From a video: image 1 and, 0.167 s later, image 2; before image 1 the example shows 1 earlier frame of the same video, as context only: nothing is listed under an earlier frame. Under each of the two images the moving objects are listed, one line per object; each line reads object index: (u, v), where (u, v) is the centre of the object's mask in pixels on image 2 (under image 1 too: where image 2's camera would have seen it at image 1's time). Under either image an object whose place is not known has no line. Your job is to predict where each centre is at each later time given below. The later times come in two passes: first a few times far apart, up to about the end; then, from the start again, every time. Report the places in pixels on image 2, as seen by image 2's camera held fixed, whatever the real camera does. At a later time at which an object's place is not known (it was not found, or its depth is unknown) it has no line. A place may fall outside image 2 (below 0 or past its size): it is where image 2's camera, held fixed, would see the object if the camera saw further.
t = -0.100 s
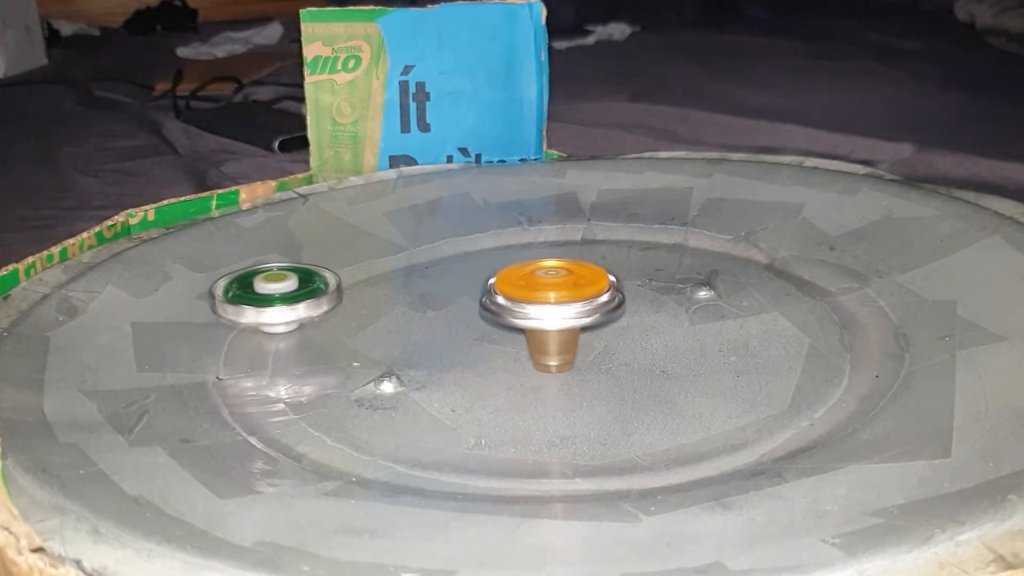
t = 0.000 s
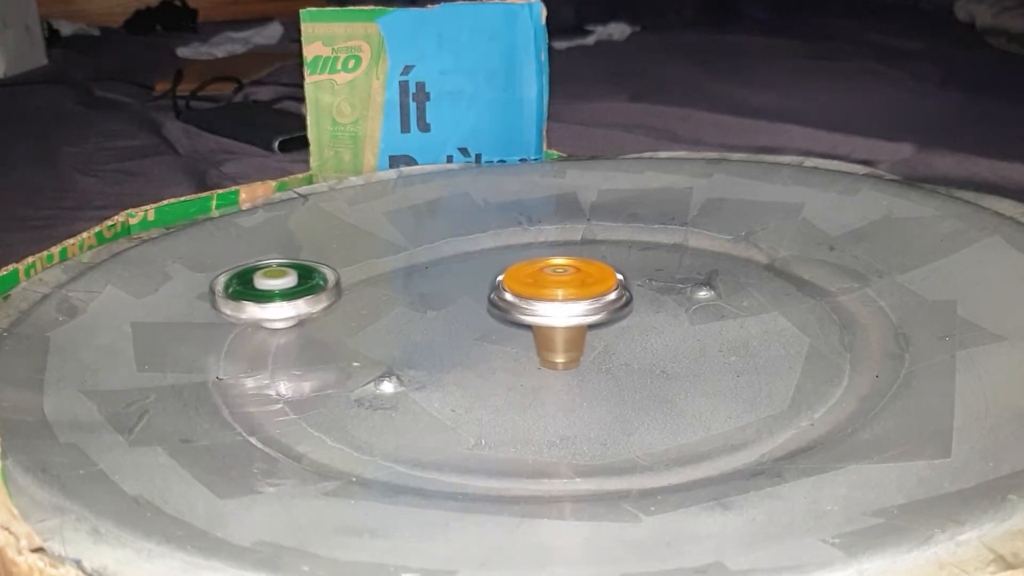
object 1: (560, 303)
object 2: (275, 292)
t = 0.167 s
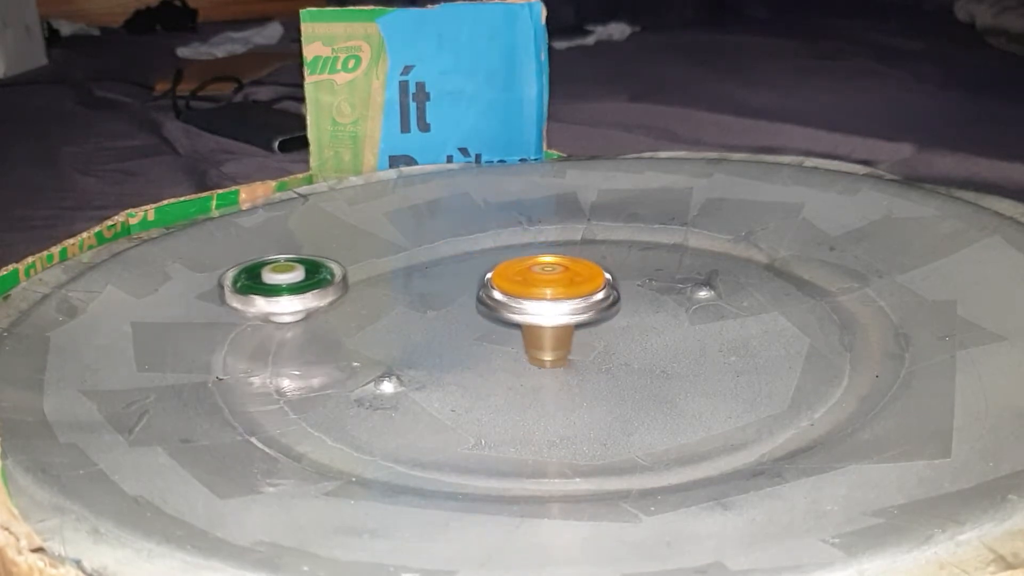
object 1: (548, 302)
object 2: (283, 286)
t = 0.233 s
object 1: (548, 300)
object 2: (286, 285)
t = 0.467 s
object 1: (546, 299)
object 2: (290, 283)
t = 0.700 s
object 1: (538, 286)
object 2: (292, 283)
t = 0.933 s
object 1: (529, 271)
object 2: (295, 281)
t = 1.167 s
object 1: (504, 260)
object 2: (297, 280)
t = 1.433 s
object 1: (499, 256)
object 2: (297, 280)
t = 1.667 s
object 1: (497, 258)
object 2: (297, 280)
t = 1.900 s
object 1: (491, 266)
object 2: (296, 281)
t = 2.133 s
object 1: (509, 270)
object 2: (295, 281)
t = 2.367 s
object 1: (510, 270)
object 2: (296, 281)
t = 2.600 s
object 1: (506, 271)
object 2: (294, 282)
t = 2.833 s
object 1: (497, 270)
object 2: (292, 283)
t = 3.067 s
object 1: (492, 268)
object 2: (289, 285)
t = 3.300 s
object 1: (491, 267)
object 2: (288, 285)
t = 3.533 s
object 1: (493, 265)
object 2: (287, 285)
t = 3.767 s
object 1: (494, 264)
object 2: (286, 286)
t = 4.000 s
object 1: (497, 264)
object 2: (283, 288)
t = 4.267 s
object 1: (499, 265)
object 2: (284, 287)
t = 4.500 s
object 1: (503, 265)
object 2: (284, 287)
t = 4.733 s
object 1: (500, 269)
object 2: (285, 287)
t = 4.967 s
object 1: (504, 271)
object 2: (285, 286)
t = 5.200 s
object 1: (499, 270)
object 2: (288, 285)
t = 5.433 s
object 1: (496, 270)
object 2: (289, 285)
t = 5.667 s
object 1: (499, 270)
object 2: (288, 285)
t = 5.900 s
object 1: (500, 269)
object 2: (289, 285)
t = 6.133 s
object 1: (503, 264)
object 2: (290, 284)
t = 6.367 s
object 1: (497, 265)
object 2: (289, 284)
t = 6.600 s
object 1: (501, 266)
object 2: (290, 284)
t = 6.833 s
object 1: (499, 265)
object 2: (289, 285)
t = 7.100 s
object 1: (495, 266)
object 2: (289, 284)
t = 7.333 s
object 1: (497, 266)
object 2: (290, 284)
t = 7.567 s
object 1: (496, 266)
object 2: (288, 285)
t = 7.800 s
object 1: (496, 266)
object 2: (288, 285)
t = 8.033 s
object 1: (496, 265)
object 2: (288, 285)
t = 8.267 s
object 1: (497, 265)
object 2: (289, 285)
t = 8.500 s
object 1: (498, 265)
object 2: (289, 285)
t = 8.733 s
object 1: (498, 265)
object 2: (288, 285)
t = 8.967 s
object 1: (498, 265)
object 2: (289, 285)
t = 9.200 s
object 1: (498, 265)
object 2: (289, 285)
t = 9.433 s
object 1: (494, 265)
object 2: (289, 284)
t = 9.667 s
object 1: (494, 265)
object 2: (289, 284)
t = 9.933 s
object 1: (494, 265)
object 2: (289, 284)
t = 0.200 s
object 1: (547, 301)
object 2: (285, 285)
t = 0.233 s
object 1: (548, 300)
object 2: (286, 285)
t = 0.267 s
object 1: (548, 300)
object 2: (288, 285)
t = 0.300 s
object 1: (548, 300)
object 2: (289, 284)
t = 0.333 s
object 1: (548, 300)
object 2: (290, 284)
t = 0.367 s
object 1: (547, 300)
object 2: (290, 284)
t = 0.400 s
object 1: (547, 299)
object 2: (290, 284)
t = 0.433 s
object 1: (547, 299)
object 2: (290, 284)
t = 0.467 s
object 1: (546, 299)
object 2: (290, 283)
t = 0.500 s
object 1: (544, 299)
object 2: (290, 283)
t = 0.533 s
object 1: (543, 297)
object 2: (290, 283)
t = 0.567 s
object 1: (541, 296)
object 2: (290, 283)
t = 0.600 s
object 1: (539, 294)
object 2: (290, 283)
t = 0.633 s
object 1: (539, 291)
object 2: (292, 282)
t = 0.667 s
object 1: (539, 289)
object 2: (292, 282)
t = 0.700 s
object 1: (538, 286)
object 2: (292, 283)
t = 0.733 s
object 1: (537, 284)
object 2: (293, 282)
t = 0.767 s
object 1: (535, 282)
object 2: (294, 282)
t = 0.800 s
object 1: (533, 279)
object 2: (294, 281)
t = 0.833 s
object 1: (531, 277)
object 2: (295, 281)
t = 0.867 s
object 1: (529, 275)
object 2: (295, 281)
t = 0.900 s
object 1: (529, 273)
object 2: (295, 281)
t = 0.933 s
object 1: (529, 271)
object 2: (295, 281)
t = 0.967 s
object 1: (528, 269)
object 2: (295, 281)
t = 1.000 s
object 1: (527, 267)
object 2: (296, 281)
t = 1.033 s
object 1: (524, 265)
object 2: (296, 280)
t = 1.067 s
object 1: (519, 264)
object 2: (296, 280)
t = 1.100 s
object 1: (514, 263)
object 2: (297, 280)
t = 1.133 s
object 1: (509, 261)
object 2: (297, 280)
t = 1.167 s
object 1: (504, 260)
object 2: (297, 280)
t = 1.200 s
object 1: (501, 259)
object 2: (297, 280)
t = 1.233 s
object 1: (498, 258)
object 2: (297, 280)
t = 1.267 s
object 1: (496, 257)
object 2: (297, 280)
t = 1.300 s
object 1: (498, 256)
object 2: (296, 280)
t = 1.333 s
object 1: (500, 256)
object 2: (297, 280)
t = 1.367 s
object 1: (501, 256)
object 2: (297, 280)
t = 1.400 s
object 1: (501, 256)
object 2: (297, 280)
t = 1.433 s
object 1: (499, 256)
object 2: (297, 280)
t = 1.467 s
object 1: (498, 257)
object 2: (298, 280)
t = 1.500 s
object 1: (495, 258)
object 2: (298, 280)
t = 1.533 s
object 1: (493, 258)
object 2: (297, 280)
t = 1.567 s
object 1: (493, 258)
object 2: (297, 280)
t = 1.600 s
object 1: (495, 257)
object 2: (297, 280)
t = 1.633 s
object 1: (496, 257)
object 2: (296, 280)
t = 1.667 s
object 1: (497, 258)
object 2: (297, 280)
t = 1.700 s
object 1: (497, 259)
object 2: (296, 280)
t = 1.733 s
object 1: (497, 260)
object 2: (296, 280)
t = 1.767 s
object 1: (497, 261)
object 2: (296, 281)
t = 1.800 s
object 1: (496, 263)
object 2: (296, 281)
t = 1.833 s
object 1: (493, 264)
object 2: (296, 281)
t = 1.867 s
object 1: (492, 265)
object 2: (296, 281)
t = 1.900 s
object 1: (491, 266)
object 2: (296, 281)
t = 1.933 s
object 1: (493, 266)
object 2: (296, 281)
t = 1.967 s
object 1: (497, 267)
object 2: (296, 281)
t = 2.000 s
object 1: (501, 267)
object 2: (296, 281)
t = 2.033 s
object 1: (503, 268)
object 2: (296, 281)
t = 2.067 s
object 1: (506, 268)
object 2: (296, 281)
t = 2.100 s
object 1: (508, 270)
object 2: (295, 281)
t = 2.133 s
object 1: (509, 270)
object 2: (295, 281)
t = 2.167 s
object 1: (509, 271)
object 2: (295, 281)
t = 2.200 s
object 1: (509, 272)
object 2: (295, 281)
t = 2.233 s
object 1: (508, 272)
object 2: (295, 281)
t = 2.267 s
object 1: (507, 272)
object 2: (295, 281)
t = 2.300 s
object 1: (506, 271)
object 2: (295, 281)
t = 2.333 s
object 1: (508, 271)
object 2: (295, 281)
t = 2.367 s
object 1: (510, 270)
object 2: (296, 281)
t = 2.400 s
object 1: (511, 270)
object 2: (295, 281)
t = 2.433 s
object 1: (511, 271)
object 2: (295, 281)
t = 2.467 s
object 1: (512, 272)
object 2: (295, 281)
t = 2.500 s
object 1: (513, 272)
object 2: (294, 282)
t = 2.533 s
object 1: (511, 272)
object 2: (294, 282)
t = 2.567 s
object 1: (508, 272)
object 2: (294, 282)
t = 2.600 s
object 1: (506, 271)
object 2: (294, 282)
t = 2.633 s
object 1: (505, 271)
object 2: (294, 282)
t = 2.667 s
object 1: (504, 271)
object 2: (294, 282)
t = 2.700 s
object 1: (501, 270)
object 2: (294, 282)
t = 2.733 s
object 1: (499, 270)
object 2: (294, 282)
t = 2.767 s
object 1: (498, 270)
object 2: (293, 282)
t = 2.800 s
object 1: (497, 270)
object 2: (293, 282)
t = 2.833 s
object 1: (497, 270)
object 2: (292, 283)
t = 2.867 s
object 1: (497, 270)
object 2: (291, 283)
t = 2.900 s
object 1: (498, 270)
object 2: (290, 284)
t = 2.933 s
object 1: (497, 270)
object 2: (289, 285)
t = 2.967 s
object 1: (496, 270)
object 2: (289, 285)
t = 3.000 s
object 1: (493, 269)
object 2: (289, 285)
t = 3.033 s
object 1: (492, 268)
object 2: (289, 285)
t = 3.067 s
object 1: (492, 268)
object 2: (289, 285)
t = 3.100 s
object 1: (492, 268)
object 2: (289, 285)
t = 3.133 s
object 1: (492, 267)
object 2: (289, 285)
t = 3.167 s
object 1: (492, 267)
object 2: (289, 285)
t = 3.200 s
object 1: (492, 267)
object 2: (289, 285)
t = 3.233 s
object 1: (493, 267)
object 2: (288, 285)
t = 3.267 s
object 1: (492, 267)
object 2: (288, 285)
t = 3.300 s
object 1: (491, 267)
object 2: (288, 285)
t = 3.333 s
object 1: (491, 267)
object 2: (288, 285)
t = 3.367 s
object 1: (491, 266)
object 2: (288, 285)
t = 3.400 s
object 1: (491, 266)
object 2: (288, 285)
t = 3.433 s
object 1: (493, 265)
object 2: (288, 285)
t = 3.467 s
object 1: (493, 265)
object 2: (288, 285)
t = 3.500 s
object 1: (493, 265)
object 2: (288, 285)
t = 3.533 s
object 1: (493, 265)
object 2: (287, 285)
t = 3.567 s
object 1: (493, 264)
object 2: (287, 285)
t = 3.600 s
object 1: (493, 264)
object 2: (287, 286)
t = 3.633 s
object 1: (492, 264)
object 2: (286, 286)
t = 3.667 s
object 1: (492, 264)
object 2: (286, 286)
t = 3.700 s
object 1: (493, 264)
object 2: (286, 286)
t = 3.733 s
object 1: (493, 264)
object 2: (286, 286)
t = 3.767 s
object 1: (494, 264)
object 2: (286, 286)
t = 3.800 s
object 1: (494, 264)
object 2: (286, 286)
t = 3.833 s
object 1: (495, 264)
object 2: (285, 286)
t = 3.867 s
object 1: (495, 264)
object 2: (284, 287)
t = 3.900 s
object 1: (496, 265)
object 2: (283, 287)
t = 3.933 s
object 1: (497, 265)
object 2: (283, 288)
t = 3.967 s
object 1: (497, 264)
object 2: (283, 288)
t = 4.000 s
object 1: (497, 264)
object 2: (283, 288)
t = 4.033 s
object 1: (497, 264)
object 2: (284, 288)
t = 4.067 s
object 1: (496, 264)
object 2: (285, 287)
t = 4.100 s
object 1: (496, 264)
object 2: (285, 287)
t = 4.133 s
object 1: (496, 264)
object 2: (285, 287)
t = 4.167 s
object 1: (496, 264)
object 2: (284, 287)
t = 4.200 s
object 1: (497, 265)
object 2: (284, 287)
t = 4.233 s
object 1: (498, 265)
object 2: (284, 287)
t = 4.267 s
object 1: (499, 265)
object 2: (284, 287)
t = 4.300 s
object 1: (500, 265)
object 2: (284, 287)
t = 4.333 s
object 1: (501, 265)
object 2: (284, 287)
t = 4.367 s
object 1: (501, 266)
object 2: (284, 287)
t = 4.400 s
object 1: (501, 266)
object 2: (284, 287)
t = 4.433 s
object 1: (501, 266)
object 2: (284, 287)
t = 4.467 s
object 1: (501, 265)
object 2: (284, 287)
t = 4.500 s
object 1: (503, 265)
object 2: (284, 287)
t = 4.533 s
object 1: (503, 266)
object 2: (284, 287)
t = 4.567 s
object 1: (503, 266)
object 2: (284, 287)
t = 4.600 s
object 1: (503, 266)
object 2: (284, 287)
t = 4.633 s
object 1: (502, 267)
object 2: (284, 287)
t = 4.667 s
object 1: (502, 267)
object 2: (284, 287)
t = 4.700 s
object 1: (501, 268)
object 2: (285, 287)
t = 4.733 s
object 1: (500, 269)
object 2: (285, 287)
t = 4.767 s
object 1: (501, 269)
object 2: (285, 287)
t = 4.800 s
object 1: (501, 270)
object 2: (285, 287)
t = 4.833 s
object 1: (502, 271)
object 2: (285, 287)
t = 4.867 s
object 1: (503, 271)
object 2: (285, 287)
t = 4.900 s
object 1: (504, 271)
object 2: (285, 287)
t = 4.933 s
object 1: (505, 271)
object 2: (285, 286)
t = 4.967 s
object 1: (504, 271)
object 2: (285, 286)
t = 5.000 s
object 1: (504, 271)
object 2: (285, 286)
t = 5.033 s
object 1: (503, 271)
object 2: (286, 286)
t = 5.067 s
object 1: (501, 270)
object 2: (286, 286)
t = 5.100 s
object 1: (500, 270)
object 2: (287, 286)
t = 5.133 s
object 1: (499, 270)
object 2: (287, 285)
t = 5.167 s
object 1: (500, 270)
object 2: (288, 285)
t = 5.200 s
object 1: (499, 270)
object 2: (288, 285)
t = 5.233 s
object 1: (499, 270)
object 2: (288, 285)
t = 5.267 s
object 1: (499, 270)
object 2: (288, 285)
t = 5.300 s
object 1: (498, 270)
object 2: (289, 285)
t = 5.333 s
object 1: (498, 270)
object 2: (289, 285)
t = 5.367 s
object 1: (497, 270)
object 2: (289, 285)
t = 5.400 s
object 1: (496, 270)
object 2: (289, 285)
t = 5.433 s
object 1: (496, 270)
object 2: (289, 285)
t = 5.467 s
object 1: (496, 270)
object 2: (289, 285)
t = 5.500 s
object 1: (495, 270)
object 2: (289, 285)
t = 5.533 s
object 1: (496, 269)
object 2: (289, 285)
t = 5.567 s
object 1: (497, 270)
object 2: (289, 284)
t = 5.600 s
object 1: (497, 270)
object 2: (289, 285)
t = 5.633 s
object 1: (498, 269)
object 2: (289, 285)
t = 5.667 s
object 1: (499, 270)
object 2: (288, 285)
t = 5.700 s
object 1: (499, 270)
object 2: (288, 285)
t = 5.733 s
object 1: (498, 270)
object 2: (289, 285)
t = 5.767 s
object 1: (498, 270)
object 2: (289, 285)
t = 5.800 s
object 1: (497, 270)
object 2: (289, 285)
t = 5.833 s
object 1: (497, 269)
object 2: (290, 284)
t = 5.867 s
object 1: (498, 270)
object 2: (290, 284)
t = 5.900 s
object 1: (500, 269)
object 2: (289, 285)
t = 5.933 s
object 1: (502, 268)
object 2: (289, 285)
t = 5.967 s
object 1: (502, 268)
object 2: (290, 284)
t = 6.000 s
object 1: (503, 267)
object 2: (290, 284)
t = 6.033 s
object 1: (503, 266)
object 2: (289, 285)
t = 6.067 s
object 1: (502, 265)
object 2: (289, 285)
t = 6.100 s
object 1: (502, 265)
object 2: (290, 284)
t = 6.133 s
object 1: (503, 264)
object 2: (290, 284)
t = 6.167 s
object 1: (502, 264)
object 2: (290, 285)
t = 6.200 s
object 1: (499, 264)
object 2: (290, 284)
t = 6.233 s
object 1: (496, 264)
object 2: (290, 284)
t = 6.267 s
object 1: (494, 264)
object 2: (290, 284)
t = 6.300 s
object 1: (494, 264)
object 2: (290, 284)
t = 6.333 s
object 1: (496, 264)
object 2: (289, 285)
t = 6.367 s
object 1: (497, 265)
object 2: (289, 284)
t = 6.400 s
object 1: (498, 265)
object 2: (289, 285)
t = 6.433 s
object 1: (499, 265)
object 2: (289, 285)
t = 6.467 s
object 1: (501, 265)
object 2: (290, 284)
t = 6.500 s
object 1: (501, 265)
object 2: (290, 285)
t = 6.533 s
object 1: (501, 265)
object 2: (290, 284)
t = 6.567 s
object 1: (501, 265)
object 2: (290, 284)
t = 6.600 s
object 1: (501, 266)
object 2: (290, 284)
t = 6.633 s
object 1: (500, 266)
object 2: (290, 284)
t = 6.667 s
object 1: (500, 266)
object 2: (289, 285)
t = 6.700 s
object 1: (500, 266)
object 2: (289, 284)
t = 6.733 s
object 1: (499, 266)
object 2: (290, 284)
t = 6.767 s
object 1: (498, 266)
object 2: (289, 285)
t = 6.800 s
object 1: (499, 265)
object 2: (289, 285)
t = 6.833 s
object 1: (499, 265)
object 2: (289, 285)
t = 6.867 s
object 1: (499, 265)
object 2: (288, 285)
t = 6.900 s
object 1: (499, 265)
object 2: (288, 285)
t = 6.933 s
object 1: (499, 265)
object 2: (289, 285)
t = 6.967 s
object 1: (499, 266)
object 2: (289, 285)
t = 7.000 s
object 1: (498, 266)
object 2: (289, 285)
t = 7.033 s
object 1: (498, 266)
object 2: (289, 285)
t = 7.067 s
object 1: (496, 266)
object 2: (289, 285)
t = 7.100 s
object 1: (495, 266)
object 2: (289, 284)
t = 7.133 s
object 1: (495, 266)
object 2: (288, 285)
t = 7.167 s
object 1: (497, 266)
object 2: (289, 285)
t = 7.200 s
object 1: (496, 266)
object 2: (288, 285)
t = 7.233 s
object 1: (496, 266)
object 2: (288, 285)
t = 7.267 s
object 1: (496, 266)
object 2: (289, 285)
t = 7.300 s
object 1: (497, 266)
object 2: (290, 284)
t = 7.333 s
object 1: (497, 266)
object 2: (290, 284)
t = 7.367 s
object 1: (496, 266)
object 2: (289, 285)
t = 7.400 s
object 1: (496, 266)
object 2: (288, 285)
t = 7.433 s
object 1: (496, 266)
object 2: (288, 285)
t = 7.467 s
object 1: (496, 266)
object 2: (288, 285)
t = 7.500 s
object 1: (496, 266)
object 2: (288, 285)
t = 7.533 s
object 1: (496, 266)
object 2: (288, 285)
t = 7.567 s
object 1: (496, 266)
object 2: (288, 285)
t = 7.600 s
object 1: (497, 266)
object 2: (288, 285)
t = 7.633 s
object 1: (496, 266)
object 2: (289, 285)
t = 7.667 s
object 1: (496, 266)
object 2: (288, 285)
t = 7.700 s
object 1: (496, 266)
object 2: (288, 285)
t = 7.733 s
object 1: (496, 266)
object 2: (288, 285)
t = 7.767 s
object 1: (496, 266)
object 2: (288, 285)
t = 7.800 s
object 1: (496, 266)
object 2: (288, 285)
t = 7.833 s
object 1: (496, 266)
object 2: (288, 285)
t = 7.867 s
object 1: (496, 265)
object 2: (288, 285)
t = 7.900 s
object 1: (496, 265)
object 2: (289, 285)
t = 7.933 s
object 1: (496, 264)
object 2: (289, 285)
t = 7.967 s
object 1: (496, 264)
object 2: (289, 285)
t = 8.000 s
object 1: (495, 264)
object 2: (289, 285)
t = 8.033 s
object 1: (496, 265)
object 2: (288, 285)
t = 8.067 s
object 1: (495, 264)
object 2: (289, 284)
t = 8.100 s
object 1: (496, 264)
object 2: (288, 285)
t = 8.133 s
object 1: (495, 264)
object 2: (288, 285)
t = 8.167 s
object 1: (496, 264)
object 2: (288, 285)
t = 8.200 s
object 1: (496, 264)
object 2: (288, 285)
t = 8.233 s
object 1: (497, 264)
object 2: (289, 285)
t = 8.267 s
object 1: (497, 265)
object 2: (289, 285)
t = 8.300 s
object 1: (497, 265)
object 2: (289, 284)
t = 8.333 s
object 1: (499, 265)
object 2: (289, 285)
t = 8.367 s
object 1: (499, 265)
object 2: (289, 285)
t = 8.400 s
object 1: (499, 265)
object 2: (289, 284)
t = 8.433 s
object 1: (498, 265)
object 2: (289, 285)
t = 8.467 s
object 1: (498, 265)
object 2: (289, 285)
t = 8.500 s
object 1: (498, 265)
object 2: (289, 285)
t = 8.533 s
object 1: (498, 265)
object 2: (289, 285)
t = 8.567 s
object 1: (498, 265)
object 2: (289, 285)
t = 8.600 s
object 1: (498, 265)
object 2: (289, 285)
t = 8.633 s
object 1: (497, 265)
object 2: (289, 285)
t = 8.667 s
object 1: (498, 265)
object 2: (289, 285)
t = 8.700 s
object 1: (498, 265)
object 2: (288, 285)
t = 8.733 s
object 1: (498, 265)
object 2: (288, 285)
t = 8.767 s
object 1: (498, 265)
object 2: (288, 285)
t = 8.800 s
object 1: (498, 265)
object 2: (288, 285)
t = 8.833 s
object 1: (497, 265)
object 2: (288, 285)
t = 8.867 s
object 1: (498, 265)
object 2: (288, 285)
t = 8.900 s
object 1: (498, 265)
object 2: (289, 284)
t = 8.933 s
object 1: (498, 265)
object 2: (289, 285)
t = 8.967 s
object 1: (498, 265)
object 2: (289, 285)
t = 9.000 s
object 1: (498, 265)
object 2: (290, 284)
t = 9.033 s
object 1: (498, 265)
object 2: (289, 284)
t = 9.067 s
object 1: (498, 265)
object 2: (289, 285)
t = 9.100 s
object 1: (499, 265)
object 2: (289, 285)
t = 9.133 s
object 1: (498, 265)
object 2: (289, 285)
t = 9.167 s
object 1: (498, 265)
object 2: (289, 285)
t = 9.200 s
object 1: (498, 265)
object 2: (289, 285)
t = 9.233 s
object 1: (497, 265)
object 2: (289, 285)
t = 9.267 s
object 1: (497, 265)
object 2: (289, 285)
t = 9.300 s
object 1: (497, 265)
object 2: (289, 284)
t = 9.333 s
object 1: (496, 265)
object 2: (289, 285)
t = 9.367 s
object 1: (496, 265)
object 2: (289, 284)
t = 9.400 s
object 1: (495, 265)
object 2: (289, 284)
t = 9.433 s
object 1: (494, 265)
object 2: (289, 284)
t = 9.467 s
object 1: (494, 265)
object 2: (289, 284)
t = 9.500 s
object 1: (494, 265)
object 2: (289, 284)
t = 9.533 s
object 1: (495, 265)
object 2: (289, 284)
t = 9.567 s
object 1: (495, 265)
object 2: (289, 284)
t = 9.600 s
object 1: (494, 265)
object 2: (290, 284)
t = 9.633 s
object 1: (494, 265)
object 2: (290, 284)
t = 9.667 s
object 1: (494, 265)
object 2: (289, 284)
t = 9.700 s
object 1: (494, 265)
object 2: (289, 284)
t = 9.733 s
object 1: (494, 265)
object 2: (289, 284)
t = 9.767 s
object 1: (495, 265)
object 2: (289, 284)
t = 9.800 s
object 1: (495, 265)
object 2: (289, 284)
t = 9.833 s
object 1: (495, 265)
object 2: (289, 284)
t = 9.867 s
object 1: (494, 265)
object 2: (289, 284)
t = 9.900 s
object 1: (494, 265)
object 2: (289, 284)
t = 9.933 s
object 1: (494, 265)
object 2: (289, 284)
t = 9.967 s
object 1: (494, 265)
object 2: (289, 284)
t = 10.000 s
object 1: (494, 265)
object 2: (289, 284)
